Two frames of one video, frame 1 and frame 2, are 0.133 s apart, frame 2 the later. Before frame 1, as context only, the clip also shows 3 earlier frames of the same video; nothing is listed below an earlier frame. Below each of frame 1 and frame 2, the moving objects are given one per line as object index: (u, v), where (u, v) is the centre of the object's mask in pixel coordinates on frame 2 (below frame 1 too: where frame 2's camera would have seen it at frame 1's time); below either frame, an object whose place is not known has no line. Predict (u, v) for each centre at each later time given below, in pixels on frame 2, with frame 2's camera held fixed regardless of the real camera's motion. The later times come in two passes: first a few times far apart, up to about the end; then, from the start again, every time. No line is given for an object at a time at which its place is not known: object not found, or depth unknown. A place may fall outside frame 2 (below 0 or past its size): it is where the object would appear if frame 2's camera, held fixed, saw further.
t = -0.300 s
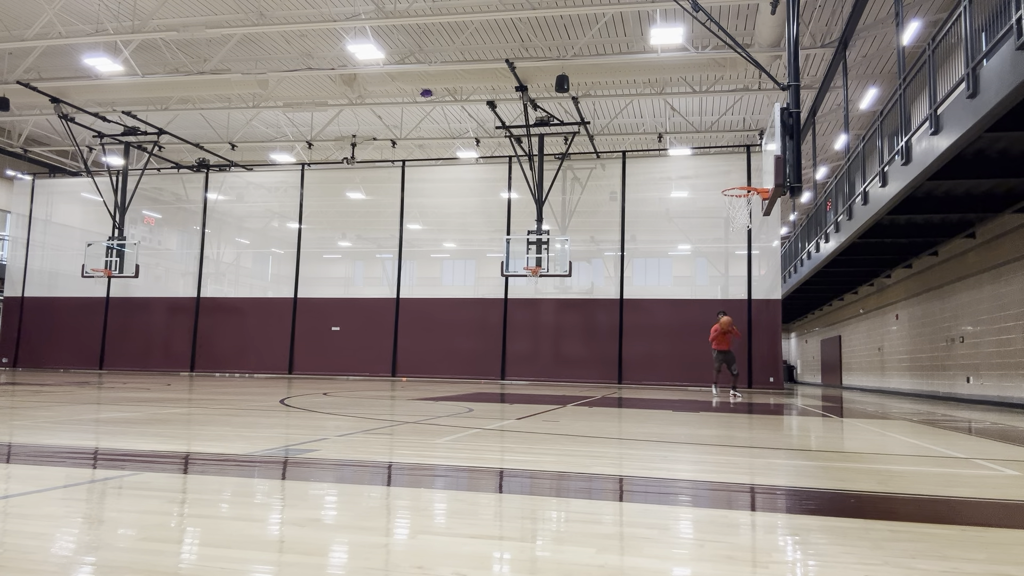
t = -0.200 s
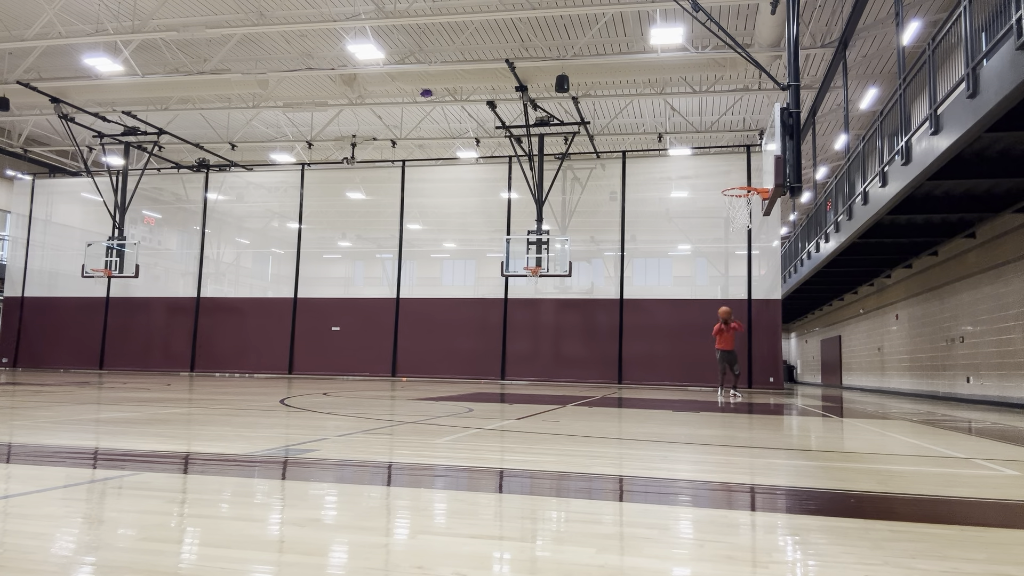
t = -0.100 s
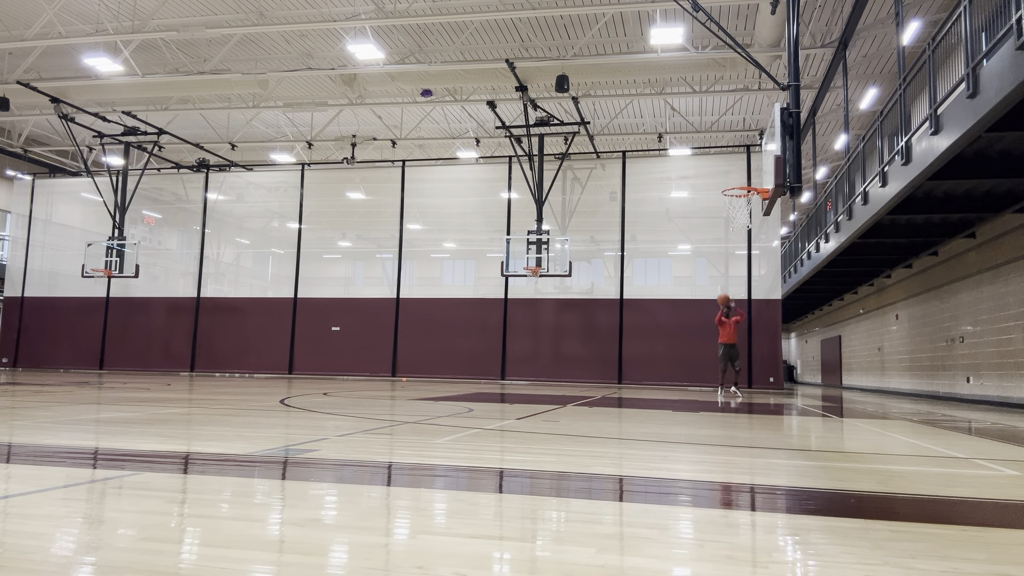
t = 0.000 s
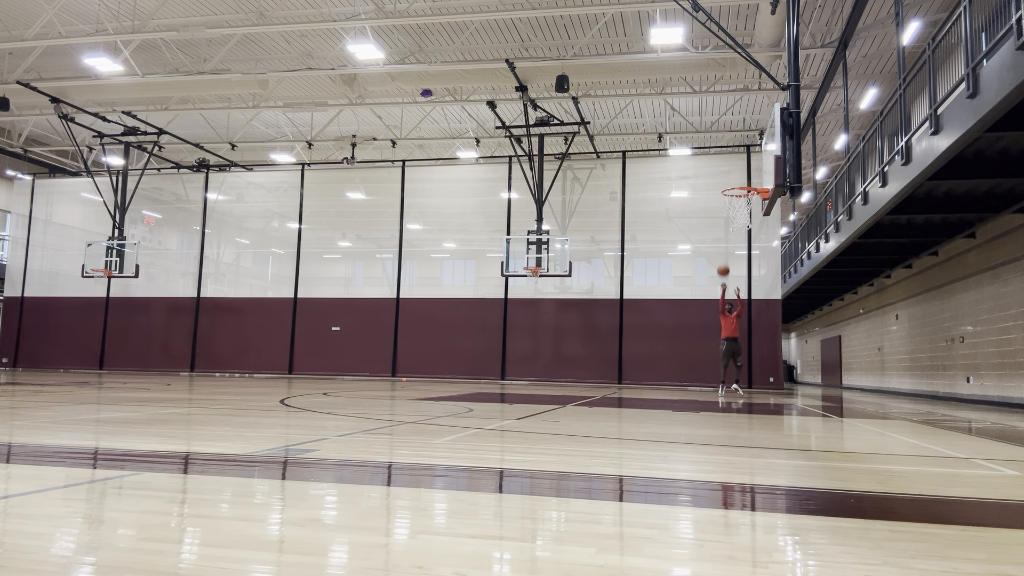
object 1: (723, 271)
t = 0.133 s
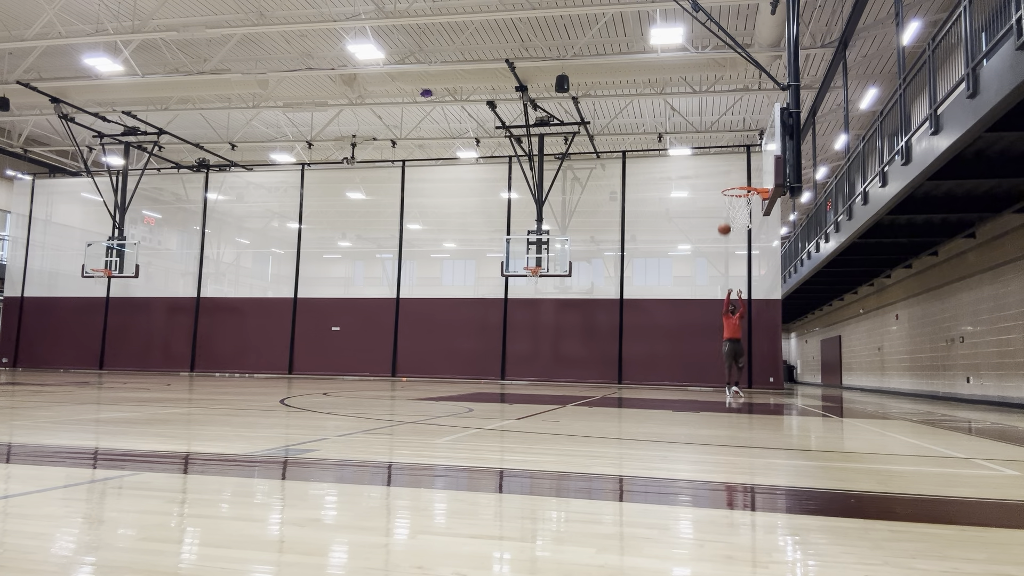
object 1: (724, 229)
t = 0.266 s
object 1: (726, 195)
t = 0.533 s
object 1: (728, 150)
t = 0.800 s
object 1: (732, 143)
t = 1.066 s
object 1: (735, 180)
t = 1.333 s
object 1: (739, 224)
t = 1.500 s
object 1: (742, 258)
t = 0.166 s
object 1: (724, 220)
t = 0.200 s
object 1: (723, 211)
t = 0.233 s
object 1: (725, 202)
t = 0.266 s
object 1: (726, 195)
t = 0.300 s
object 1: (726, 187)
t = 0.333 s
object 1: (726, 180)
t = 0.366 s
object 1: (727, 174)
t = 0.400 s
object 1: (727, 168)
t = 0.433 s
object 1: (728, 163)
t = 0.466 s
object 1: (728, 157)
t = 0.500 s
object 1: (728, 154)
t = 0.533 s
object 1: (728, 150)
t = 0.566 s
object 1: (729, 147)
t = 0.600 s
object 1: (729, 145)
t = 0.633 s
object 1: (730, 143)
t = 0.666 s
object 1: (730, 142)
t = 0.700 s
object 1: (731, 141)
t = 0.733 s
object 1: (731, 141)
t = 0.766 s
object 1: (731, 142)
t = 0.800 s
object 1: (732, 143)
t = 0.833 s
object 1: (732, 145)
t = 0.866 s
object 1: (733, 148)
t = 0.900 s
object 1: (733, 151)
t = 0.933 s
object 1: (733, 155)
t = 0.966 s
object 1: (734, 160)
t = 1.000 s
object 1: (734, 166)
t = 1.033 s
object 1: (735, 172)
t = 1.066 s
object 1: (735, 180)
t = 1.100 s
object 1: (736, 188)
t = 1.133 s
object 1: (735, 197)
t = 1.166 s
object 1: (736, 206)
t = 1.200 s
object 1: (737, 210)
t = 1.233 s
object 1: (737, 213)
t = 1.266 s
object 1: (738, 216)
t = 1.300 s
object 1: (739, 219)
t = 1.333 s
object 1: (739, 224)
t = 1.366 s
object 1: (740, 229)
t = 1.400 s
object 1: (740, 235)
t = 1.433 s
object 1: (741, 242)
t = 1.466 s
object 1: (741, 250)
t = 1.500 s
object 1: (742, 258)
